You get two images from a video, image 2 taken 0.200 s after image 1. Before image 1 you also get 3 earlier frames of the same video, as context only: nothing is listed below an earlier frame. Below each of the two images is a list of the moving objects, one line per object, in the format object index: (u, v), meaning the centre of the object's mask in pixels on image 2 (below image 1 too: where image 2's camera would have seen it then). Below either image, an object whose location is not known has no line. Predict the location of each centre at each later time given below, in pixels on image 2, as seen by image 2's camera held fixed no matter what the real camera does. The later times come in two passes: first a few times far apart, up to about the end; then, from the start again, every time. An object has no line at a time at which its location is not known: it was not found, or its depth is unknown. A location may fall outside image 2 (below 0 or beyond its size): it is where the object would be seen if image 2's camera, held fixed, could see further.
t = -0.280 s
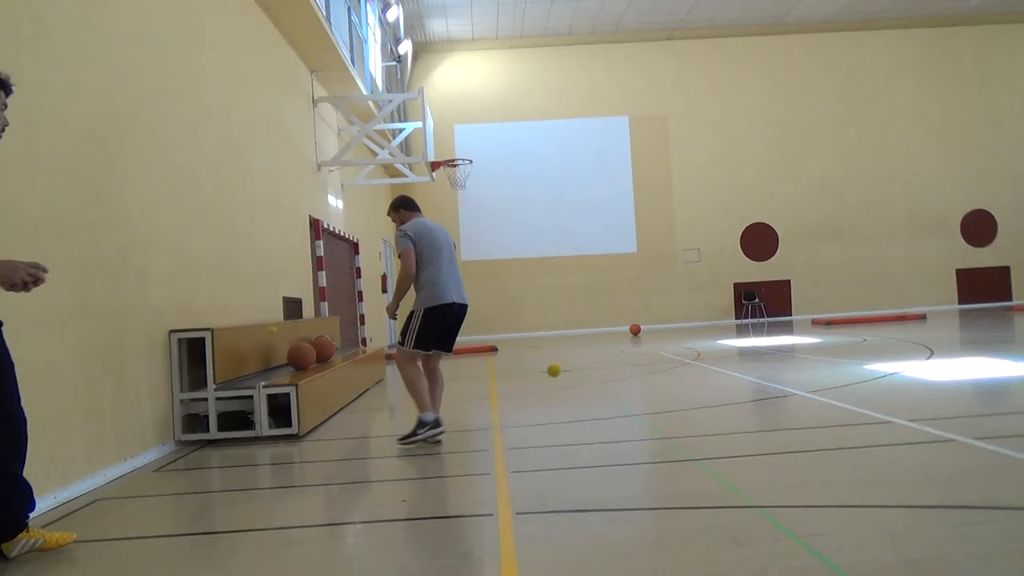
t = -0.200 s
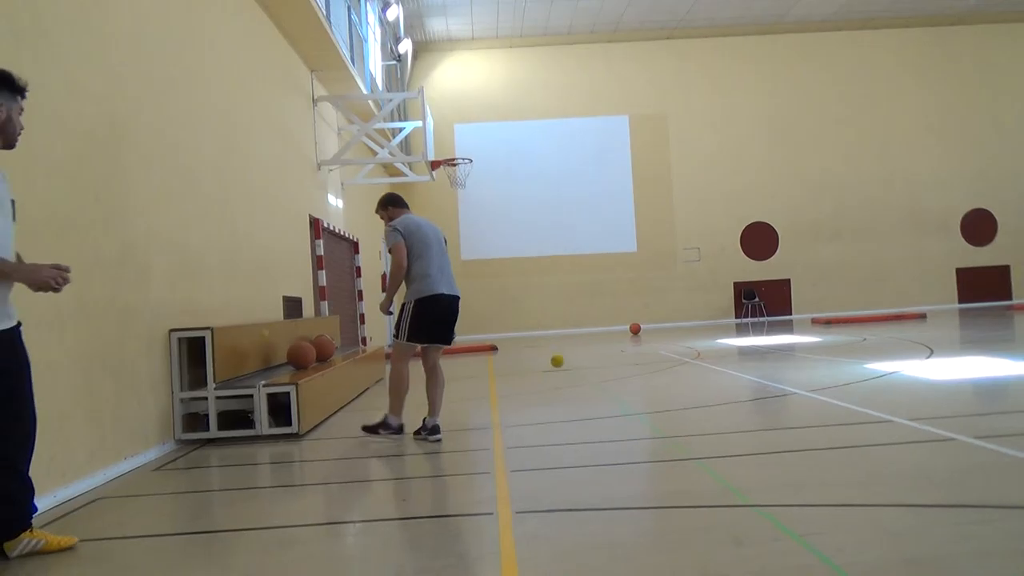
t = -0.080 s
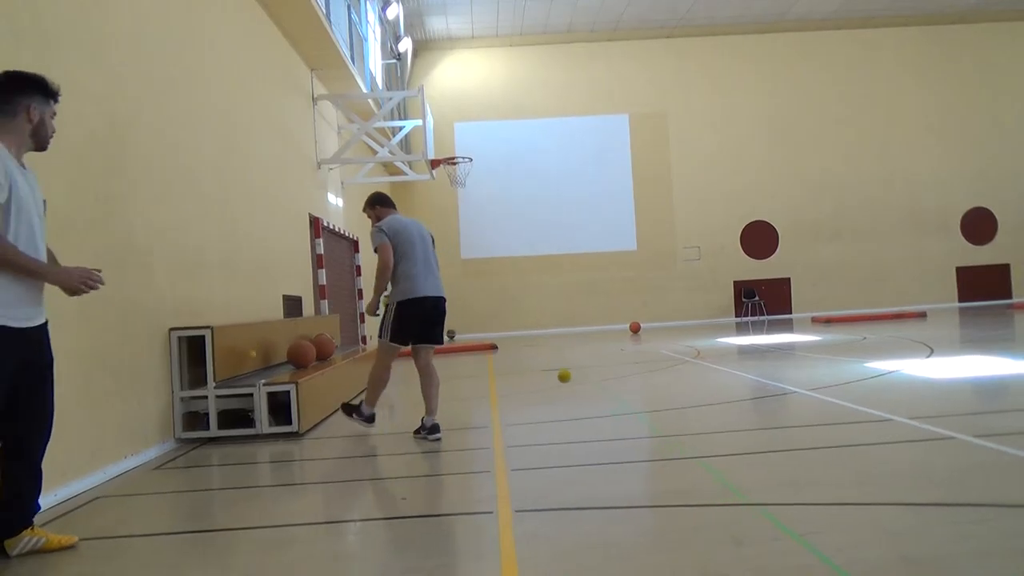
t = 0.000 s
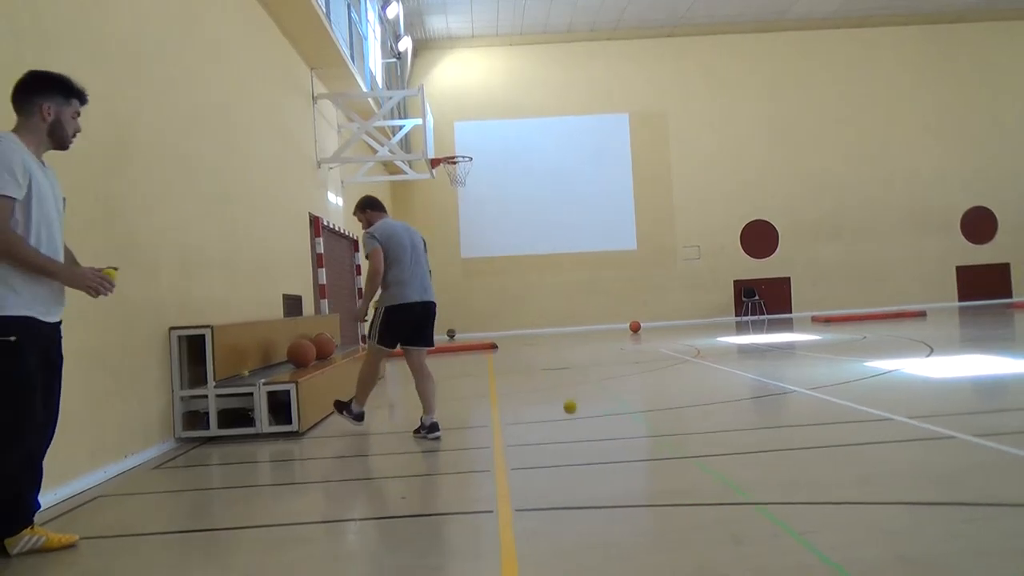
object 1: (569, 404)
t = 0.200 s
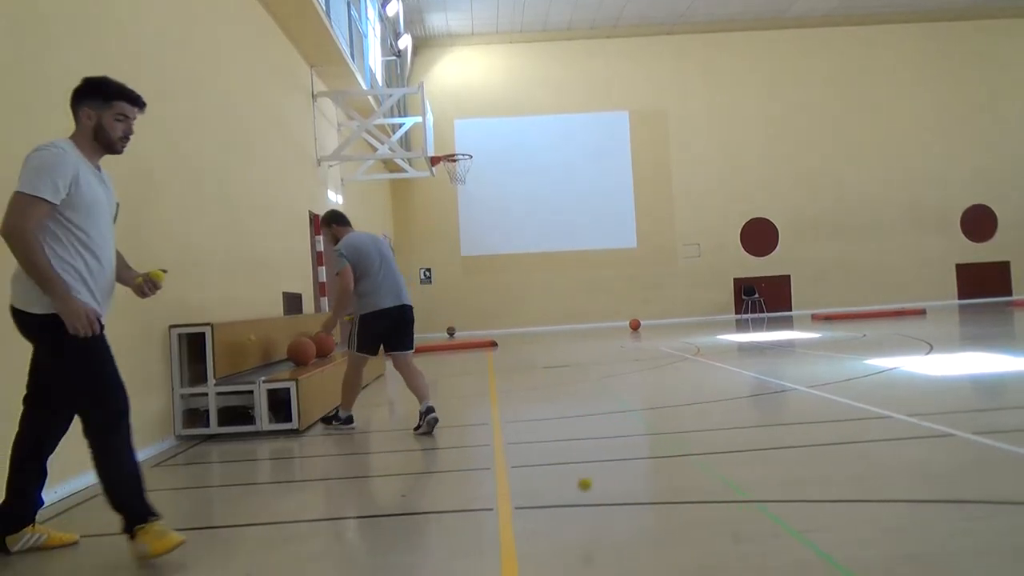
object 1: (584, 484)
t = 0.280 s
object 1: (586, 437)
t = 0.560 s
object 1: (598, 403)
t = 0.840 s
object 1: (618, 493)
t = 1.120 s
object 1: (628, 428)
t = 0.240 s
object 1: (585, 459)
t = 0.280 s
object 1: (586, 437)
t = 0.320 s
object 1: (587, 420)
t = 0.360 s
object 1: (589, 407)
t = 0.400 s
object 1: (590, 399)
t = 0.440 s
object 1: (591, 393)
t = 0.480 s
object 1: (594, 392)
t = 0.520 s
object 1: (596, 396)
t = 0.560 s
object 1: (598, 403)
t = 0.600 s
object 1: (601, 415)
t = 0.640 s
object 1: (604, 432)
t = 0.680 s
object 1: (607, 453)
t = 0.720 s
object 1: (611, 479)
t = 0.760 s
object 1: (615, 510)
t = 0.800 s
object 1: (618, 519)
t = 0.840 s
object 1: (618, 493)
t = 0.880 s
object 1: (619, 471)
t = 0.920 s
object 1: (620, 453)
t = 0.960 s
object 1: (621, 439)
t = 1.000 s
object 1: (622, 430)
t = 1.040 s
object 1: (624, 425)
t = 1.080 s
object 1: (626, 424)
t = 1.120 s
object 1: (628, 428)
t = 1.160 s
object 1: (631, 437)
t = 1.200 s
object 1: (633, 450)
